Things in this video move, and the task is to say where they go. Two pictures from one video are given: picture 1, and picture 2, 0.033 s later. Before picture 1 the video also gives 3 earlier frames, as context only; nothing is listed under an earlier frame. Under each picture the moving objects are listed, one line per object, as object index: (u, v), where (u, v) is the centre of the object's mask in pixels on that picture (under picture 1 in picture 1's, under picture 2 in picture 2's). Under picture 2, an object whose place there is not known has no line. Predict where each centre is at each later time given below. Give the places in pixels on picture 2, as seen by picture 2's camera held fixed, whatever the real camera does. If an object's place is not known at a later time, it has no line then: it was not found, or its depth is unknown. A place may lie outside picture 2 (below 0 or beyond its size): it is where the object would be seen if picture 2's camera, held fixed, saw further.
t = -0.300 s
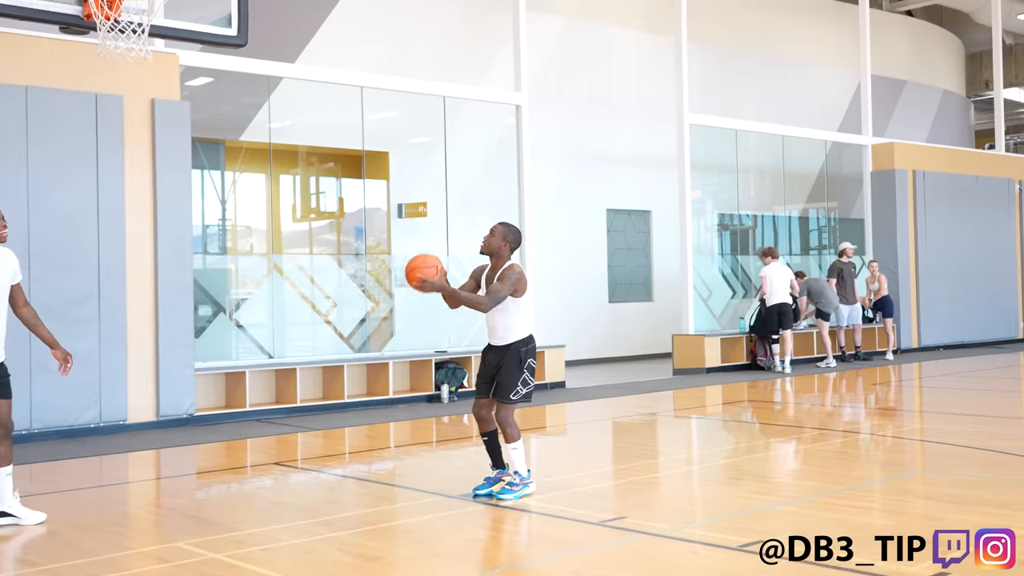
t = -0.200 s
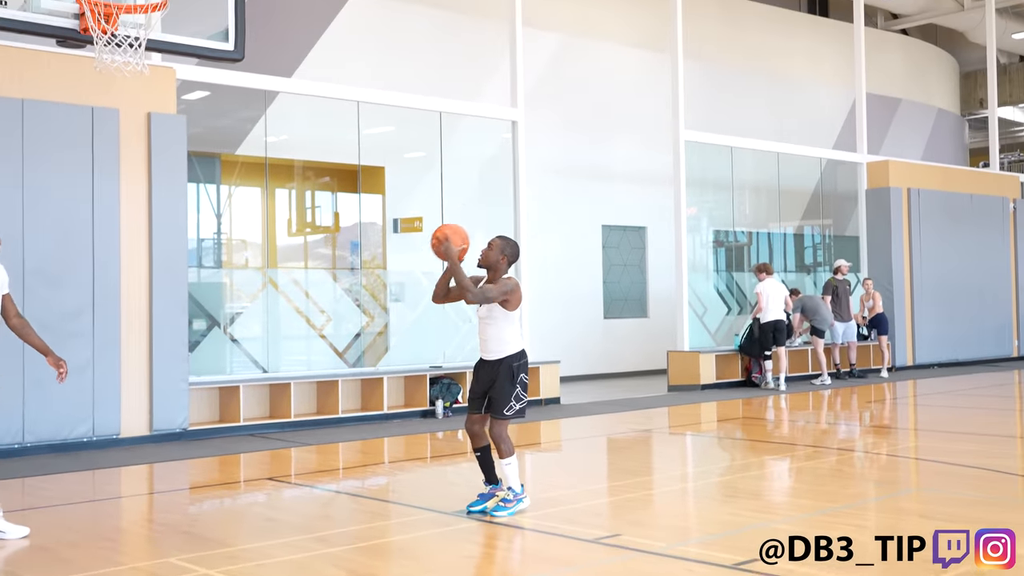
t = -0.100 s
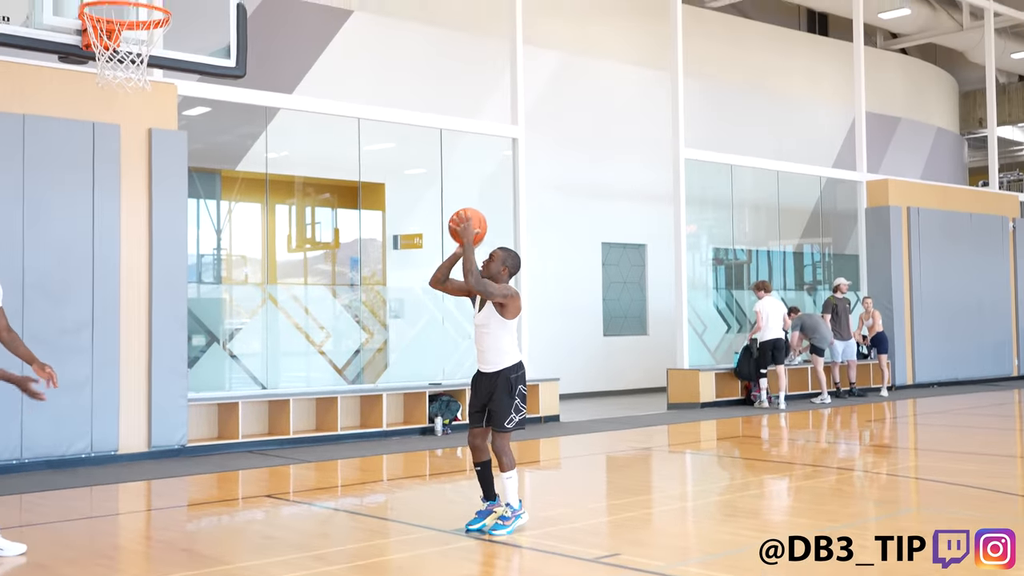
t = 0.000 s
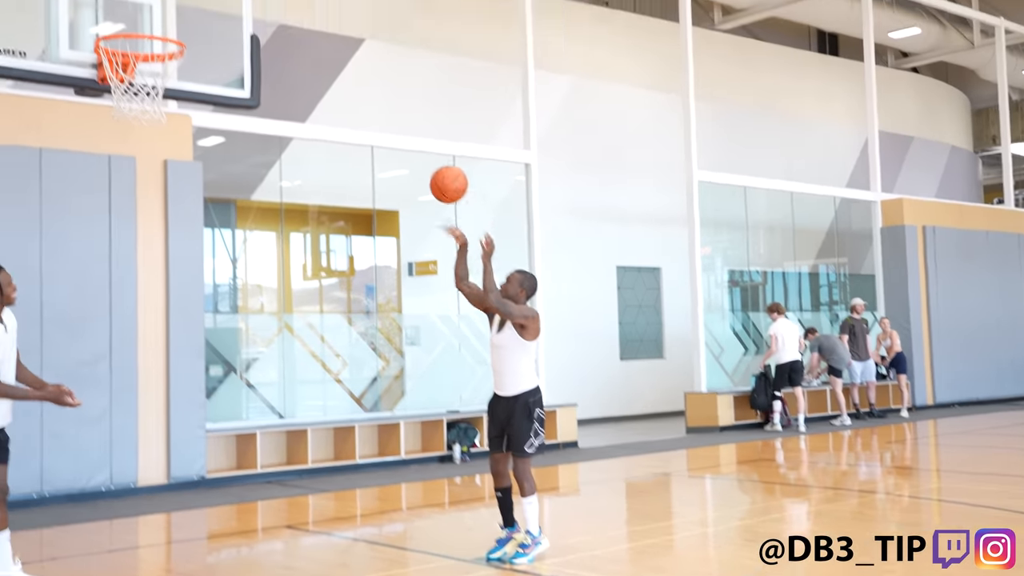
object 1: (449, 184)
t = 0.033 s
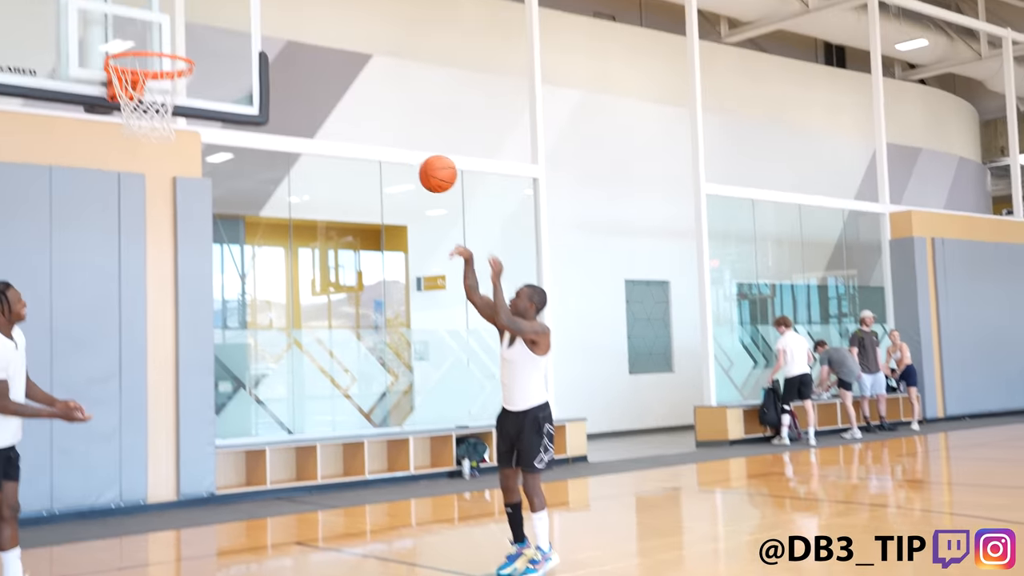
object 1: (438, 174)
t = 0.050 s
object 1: (428, 161)
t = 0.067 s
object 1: (418, 148)
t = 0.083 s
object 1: (408, 138)
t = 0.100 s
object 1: (399, 128)
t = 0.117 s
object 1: (389, 117)
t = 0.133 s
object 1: (380, 108)
